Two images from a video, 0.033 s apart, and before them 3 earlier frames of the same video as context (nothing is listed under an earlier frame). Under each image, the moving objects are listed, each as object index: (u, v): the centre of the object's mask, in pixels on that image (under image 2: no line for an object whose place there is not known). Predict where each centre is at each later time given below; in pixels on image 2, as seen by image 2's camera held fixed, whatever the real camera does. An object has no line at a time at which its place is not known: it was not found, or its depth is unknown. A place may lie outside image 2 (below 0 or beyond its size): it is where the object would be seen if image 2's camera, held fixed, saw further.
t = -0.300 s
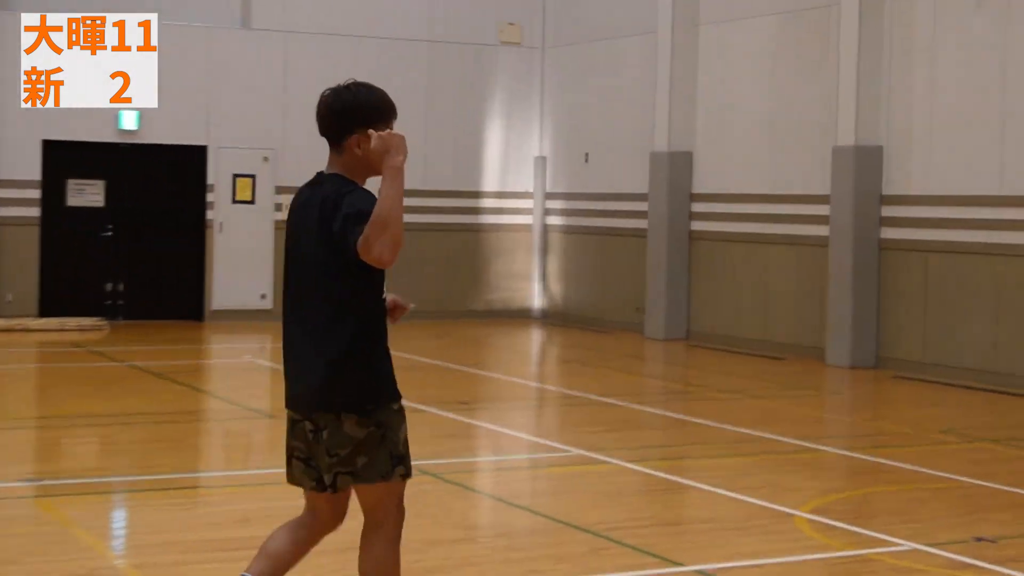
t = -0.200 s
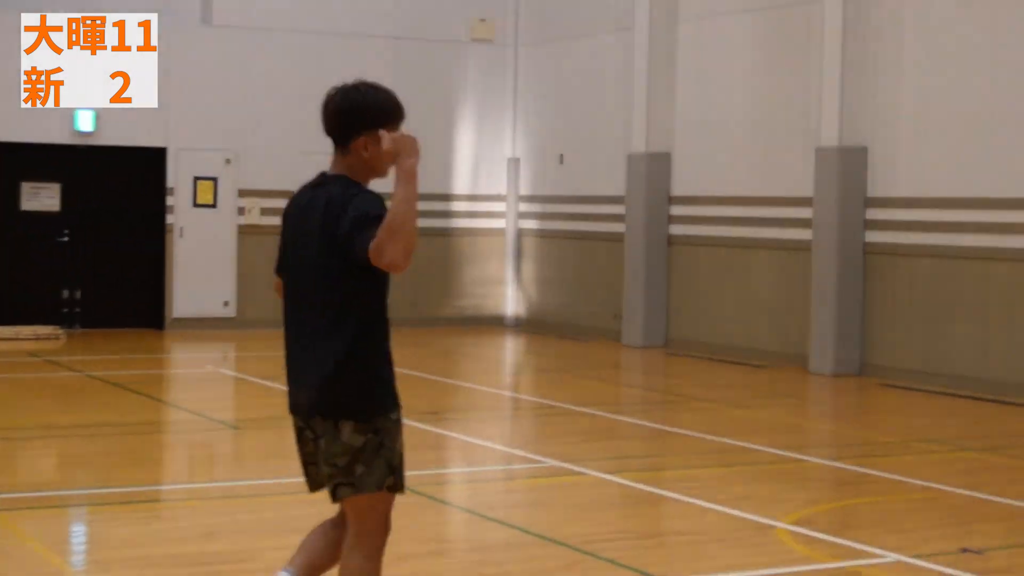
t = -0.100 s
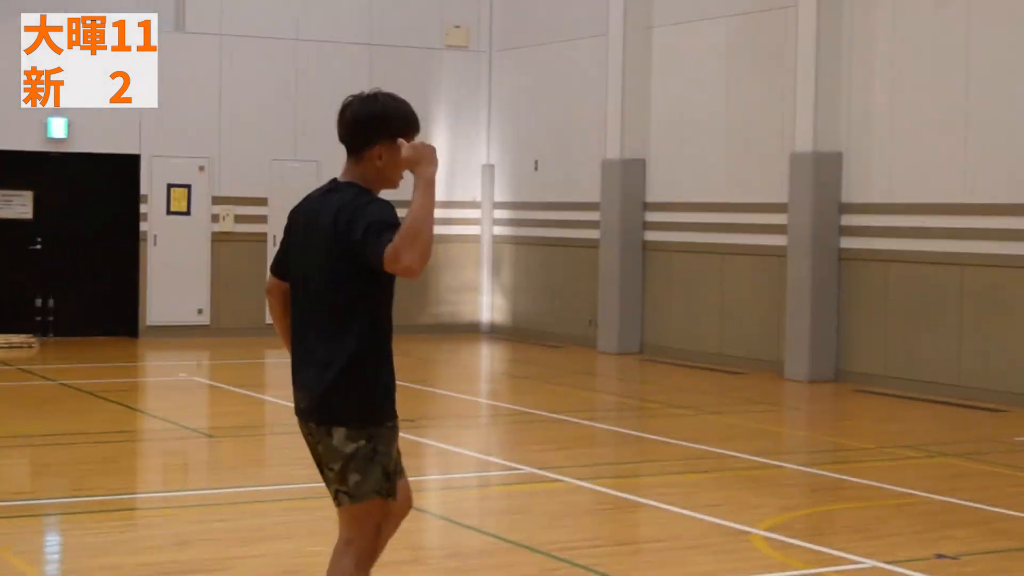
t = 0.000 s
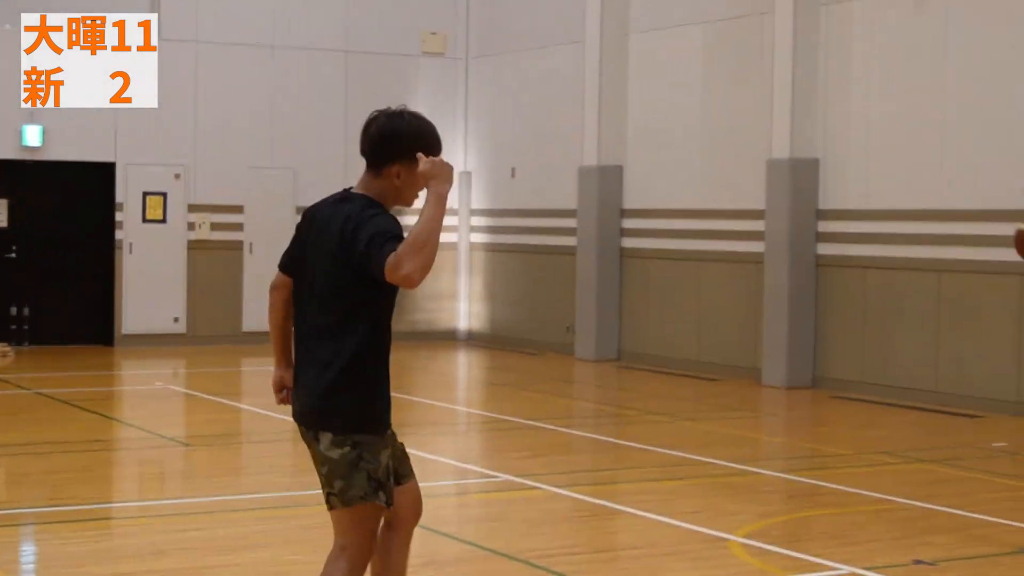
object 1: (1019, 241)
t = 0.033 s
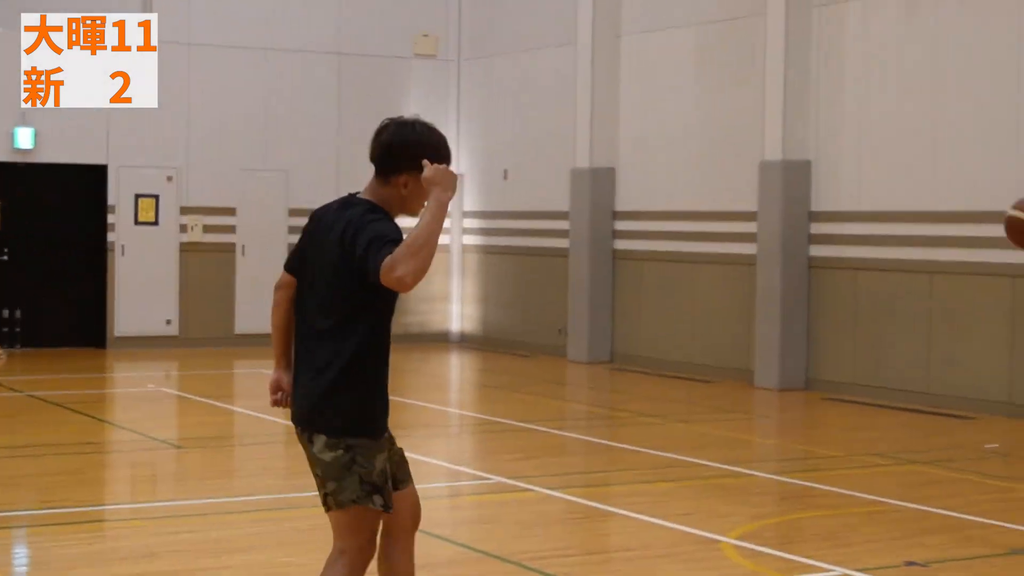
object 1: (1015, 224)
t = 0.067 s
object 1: (1021, 209)
